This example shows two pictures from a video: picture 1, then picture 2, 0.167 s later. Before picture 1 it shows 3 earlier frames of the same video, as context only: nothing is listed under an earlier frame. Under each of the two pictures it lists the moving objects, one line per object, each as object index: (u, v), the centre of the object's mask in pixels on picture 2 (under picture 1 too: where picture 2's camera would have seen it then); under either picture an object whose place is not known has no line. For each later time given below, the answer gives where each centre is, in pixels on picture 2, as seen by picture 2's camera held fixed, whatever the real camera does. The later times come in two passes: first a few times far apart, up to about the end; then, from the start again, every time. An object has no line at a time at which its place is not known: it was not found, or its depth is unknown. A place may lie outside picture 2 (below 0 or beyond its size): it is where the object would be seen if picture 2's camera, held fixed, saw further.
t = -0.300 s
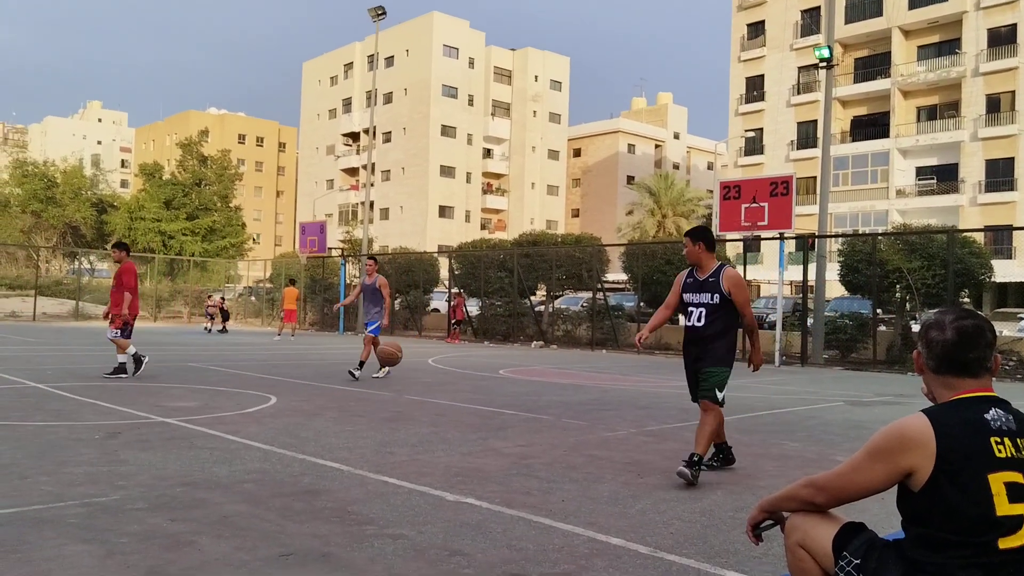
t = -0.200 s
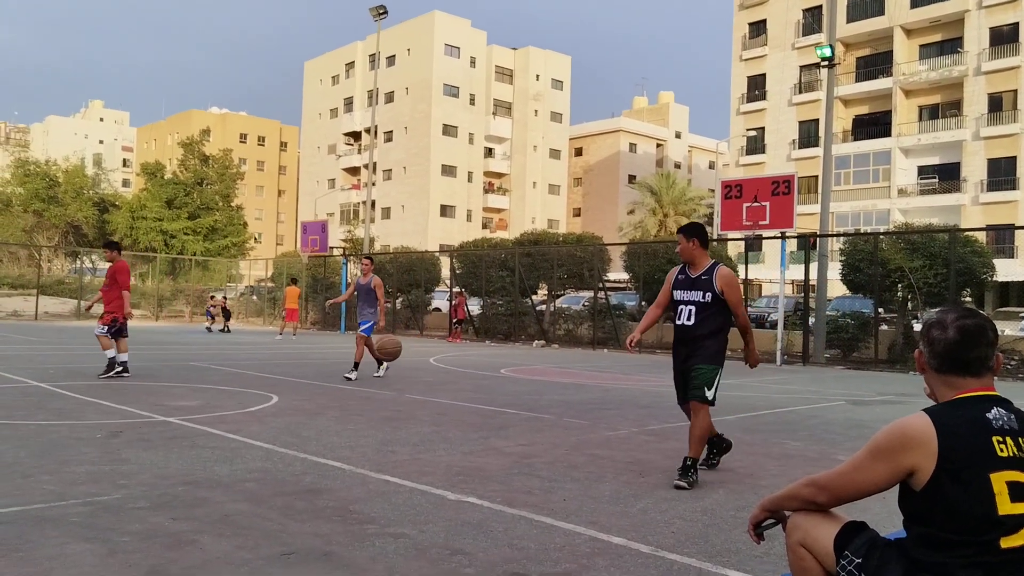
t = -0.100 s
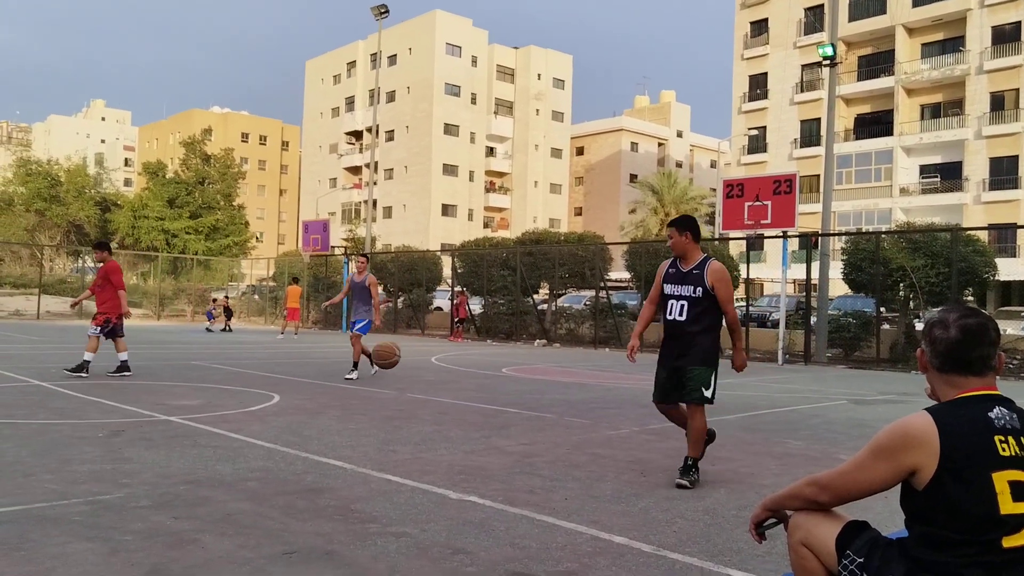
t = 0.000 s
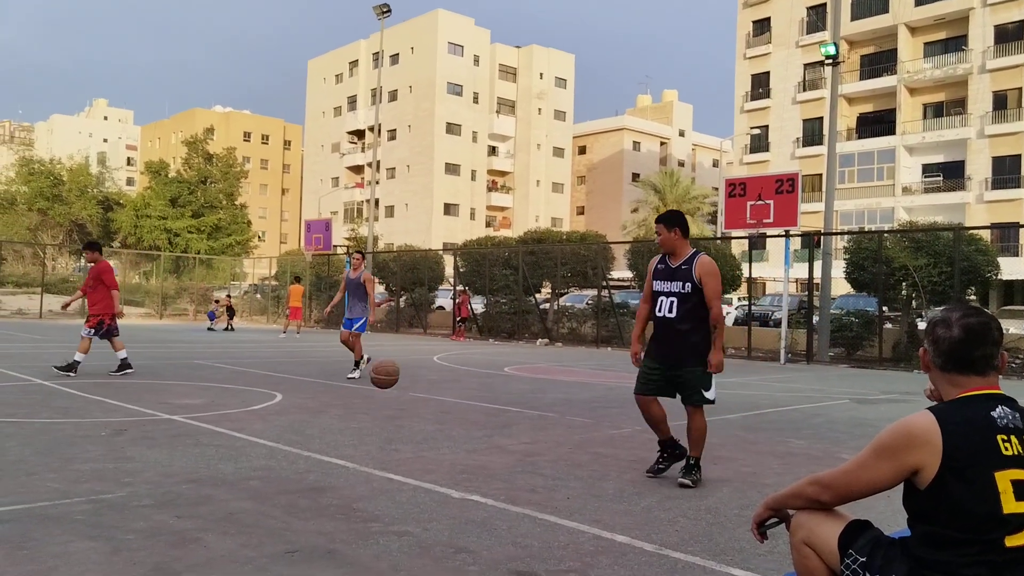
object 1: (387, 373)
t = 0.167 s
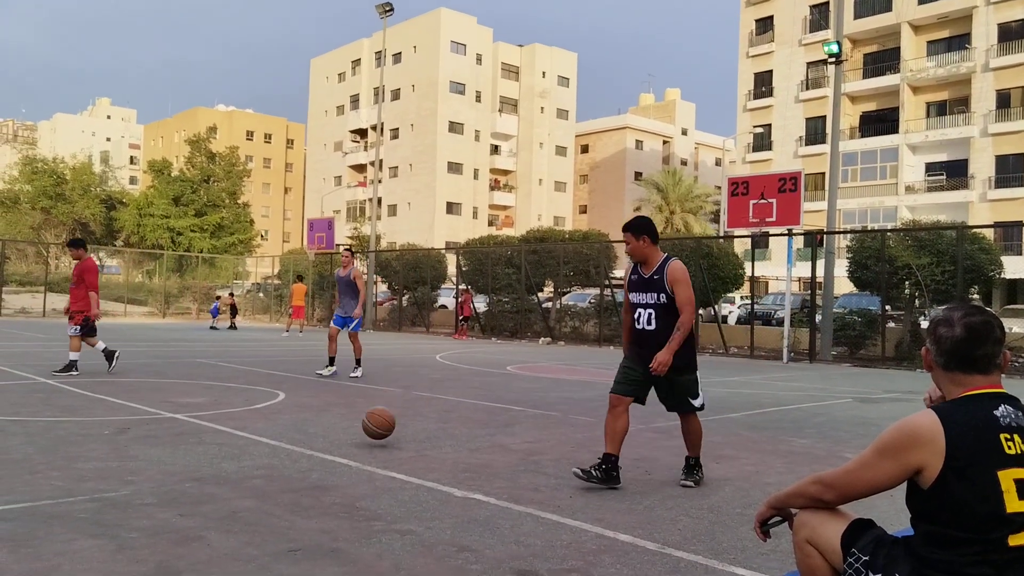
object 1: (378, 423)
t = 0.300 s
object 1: (375, 395)
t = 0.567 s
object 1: (364, 410)
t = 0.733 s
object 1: (353, 483)
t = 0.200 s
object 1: (378, 414)
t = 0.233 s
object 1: (377, 406)
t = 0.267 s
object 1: (376, 398)
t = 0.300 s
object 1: (375, 395)
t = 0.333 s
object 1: (374, 389)
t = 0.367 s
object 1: (373, 387)
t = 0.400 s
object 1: (372, 386)
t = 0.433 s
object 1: (371, 386)
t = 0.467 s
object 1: (369, 389)
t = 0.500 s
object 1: (368, 393)
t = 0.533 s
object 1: (366, 401)
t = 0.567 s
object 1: (364, 410)
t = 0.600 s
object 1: (362, 422)
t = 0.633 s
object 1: (360, 436)
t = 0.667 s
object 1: (358, 453)
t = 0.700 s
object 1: (355, 474)
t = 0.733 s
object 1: (353, 483)
